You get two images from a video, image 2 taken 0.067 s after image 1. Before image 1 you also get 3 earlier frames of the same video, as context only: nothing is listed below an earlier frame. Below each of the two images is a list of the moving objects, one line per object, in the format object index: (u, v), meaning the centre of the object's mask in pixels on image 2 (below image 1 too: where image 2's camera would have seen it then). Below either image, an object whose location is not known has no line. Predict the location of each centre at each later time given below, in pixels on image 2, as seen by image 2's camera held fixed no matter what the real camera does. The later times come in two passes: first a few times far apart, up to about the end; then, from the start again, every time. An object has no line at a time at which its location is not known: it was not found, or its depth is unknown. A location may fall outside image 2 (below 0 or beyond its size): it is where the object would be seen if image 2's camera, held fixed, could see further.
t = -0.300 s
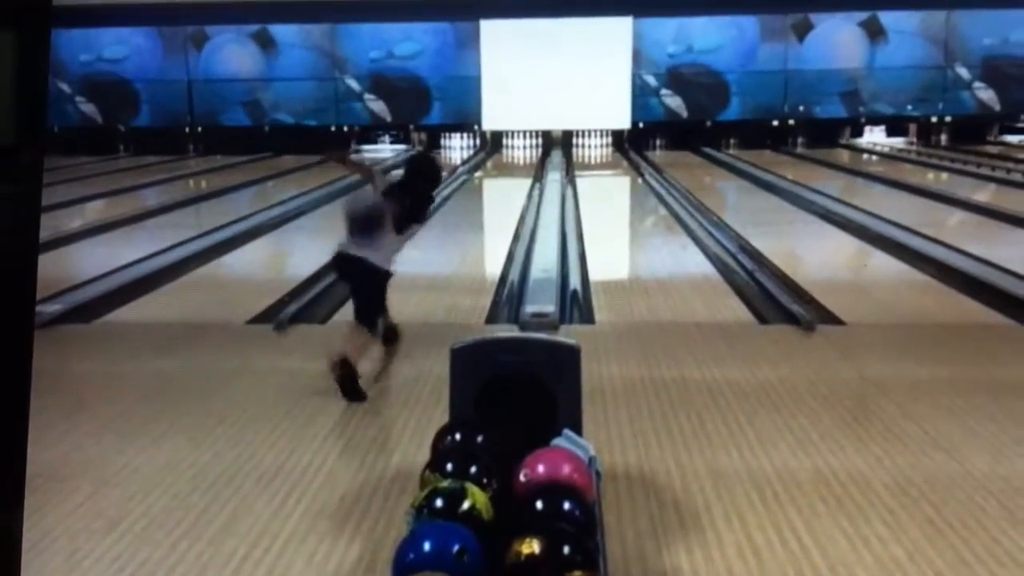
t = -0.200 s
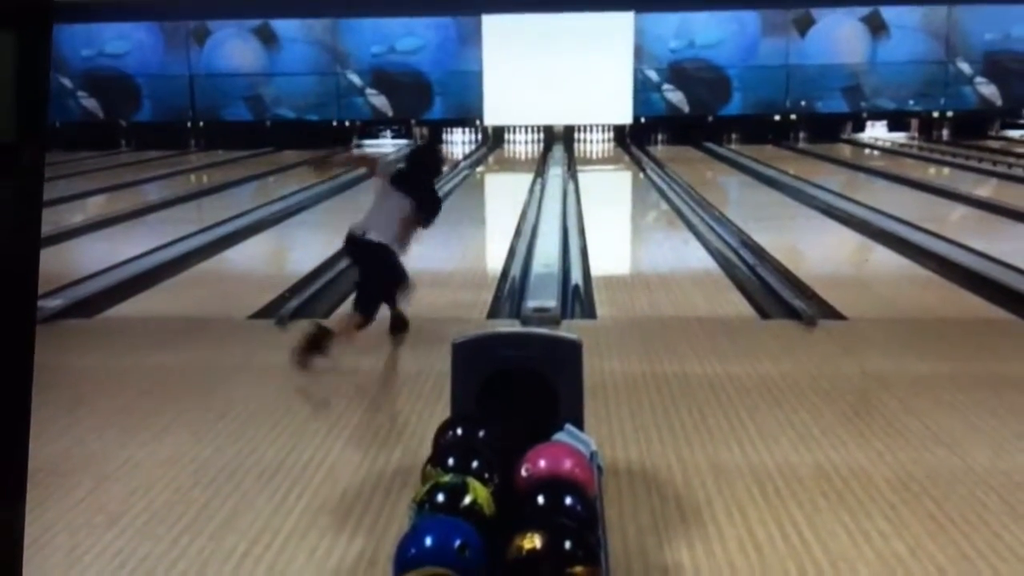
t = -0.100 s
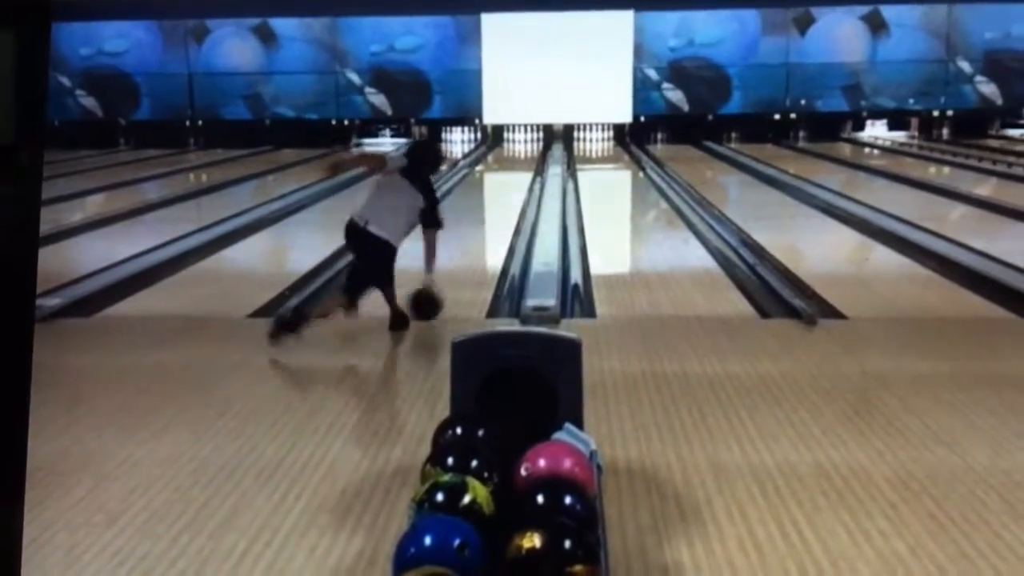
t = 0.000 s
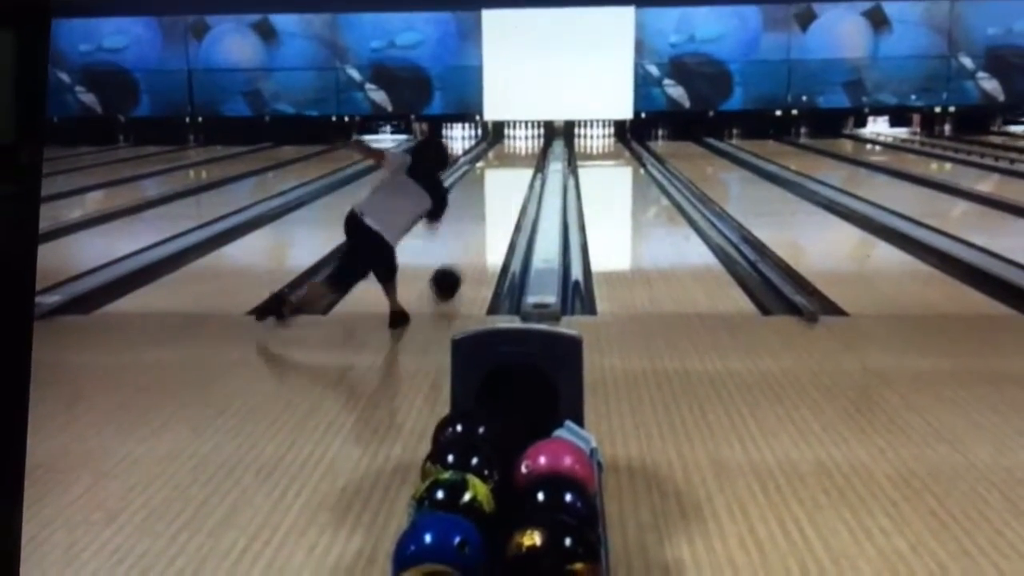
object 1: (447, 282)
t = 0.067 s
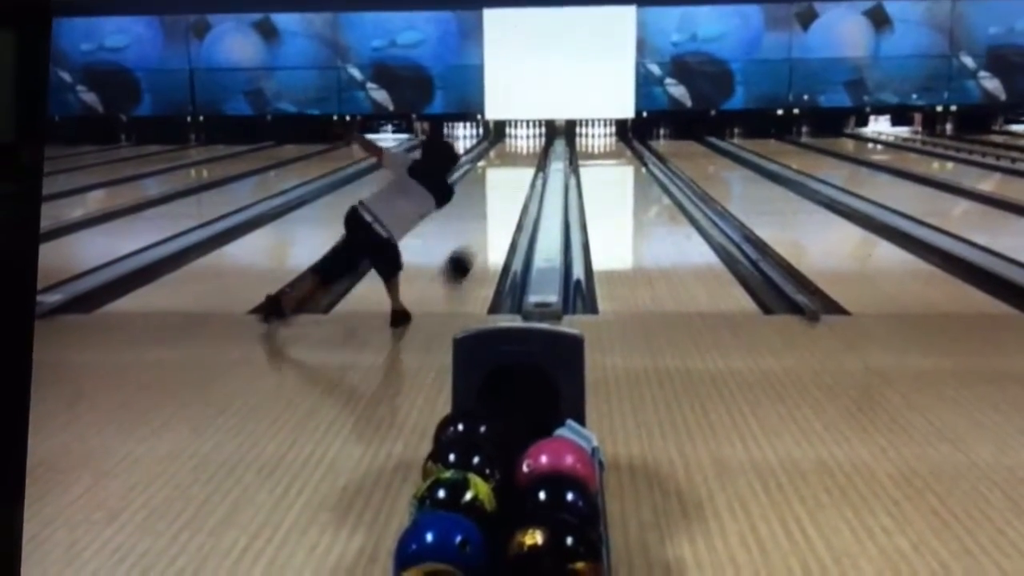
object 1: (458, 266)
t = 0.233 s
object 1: (478, 236)
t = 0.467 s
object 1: (496, 209)
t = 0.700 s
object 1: (508, 191)
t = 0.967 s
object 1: (517, 174)
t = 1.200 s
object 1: (521, 165)
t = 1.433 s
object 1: (528, 157)
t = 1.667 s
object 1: (531, 150)
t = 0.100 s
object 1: (462, 261)
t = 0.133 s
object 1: (468, 252)
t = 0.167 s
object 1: (471, 245)
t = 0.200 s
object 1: (473, 243)
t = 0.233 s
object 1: (478, 236)
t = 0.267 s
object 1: (481, 231)
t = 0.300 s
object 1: (483, 228)
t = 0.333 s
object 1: (486, 222)
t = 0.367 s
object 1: (489, 219)
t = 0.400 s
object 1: (490, 216)
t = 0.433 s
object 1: (493, 212)
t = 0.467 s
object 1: (496, 209)
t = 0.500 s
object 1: (497, 207)
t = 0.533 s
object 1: (500, 203)
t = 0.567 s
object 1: (501, 200)
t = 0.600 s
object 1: (502, 198)
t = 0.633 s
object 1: (505, 195)
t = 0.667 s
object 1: (506, 193)
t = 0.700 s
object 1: (508, 191)
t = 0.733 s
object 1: (510, 188)
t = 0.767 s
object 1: (511, 186)
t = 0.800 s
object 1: (512, 185)
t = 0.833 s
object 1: (514, 183)
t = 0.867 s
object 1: (515, 181)
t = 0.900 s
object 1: (515, 179)
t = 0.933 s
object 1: (517, 176)
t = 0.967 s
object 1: (517, 174)
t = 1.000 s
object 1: (518, 173)
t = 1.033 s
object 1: (519, 172)
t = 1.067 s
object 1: (520, 170)
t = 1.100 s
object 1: (519, 169)
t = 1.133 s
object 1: (520, 167)
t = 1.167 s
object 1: (521, 166)
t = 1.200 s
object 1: (521, 165)
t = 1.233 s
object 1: (522, 163)
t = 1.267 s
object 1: (523, 162)
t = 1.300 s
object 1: (524, 161)
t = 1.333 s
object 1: (525, 160)
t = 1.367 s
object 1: (526, 159)
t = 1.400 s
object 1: (527, 159)
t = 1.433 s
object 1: (528, 157)
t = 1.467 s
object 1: (529, 155)
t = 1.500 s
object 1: (529, 154)
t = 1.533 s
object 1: (530, 154)
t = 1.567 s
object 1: (530, 153)
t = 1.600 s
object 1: (531, 152)
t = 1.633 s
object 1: (530, 151)
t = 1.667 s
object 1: (531, 150)
